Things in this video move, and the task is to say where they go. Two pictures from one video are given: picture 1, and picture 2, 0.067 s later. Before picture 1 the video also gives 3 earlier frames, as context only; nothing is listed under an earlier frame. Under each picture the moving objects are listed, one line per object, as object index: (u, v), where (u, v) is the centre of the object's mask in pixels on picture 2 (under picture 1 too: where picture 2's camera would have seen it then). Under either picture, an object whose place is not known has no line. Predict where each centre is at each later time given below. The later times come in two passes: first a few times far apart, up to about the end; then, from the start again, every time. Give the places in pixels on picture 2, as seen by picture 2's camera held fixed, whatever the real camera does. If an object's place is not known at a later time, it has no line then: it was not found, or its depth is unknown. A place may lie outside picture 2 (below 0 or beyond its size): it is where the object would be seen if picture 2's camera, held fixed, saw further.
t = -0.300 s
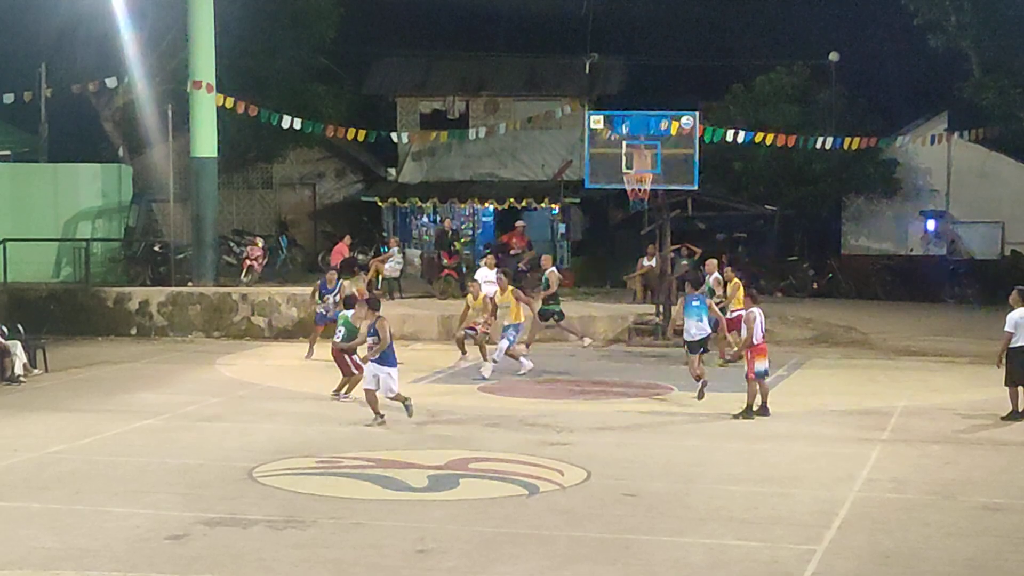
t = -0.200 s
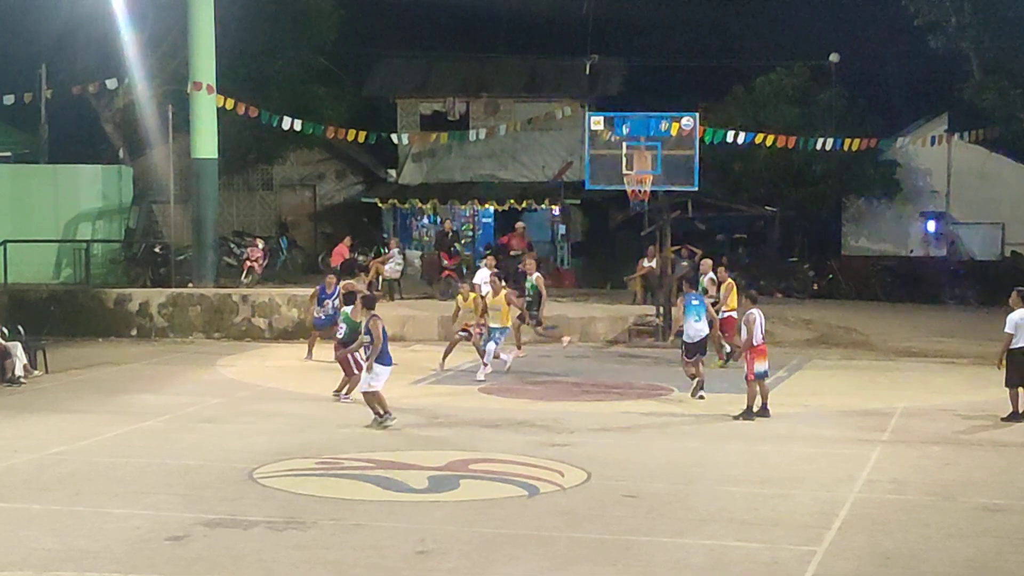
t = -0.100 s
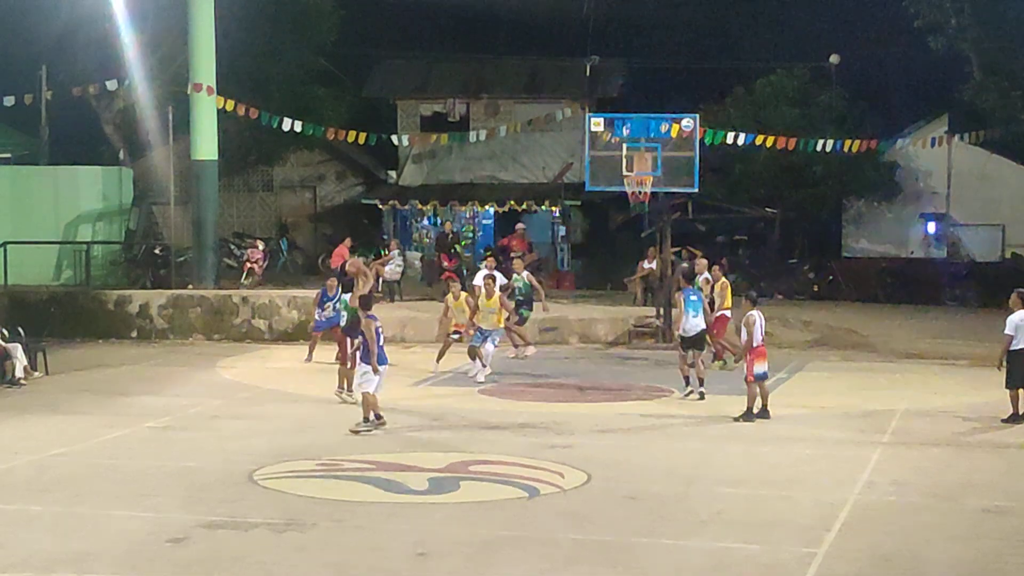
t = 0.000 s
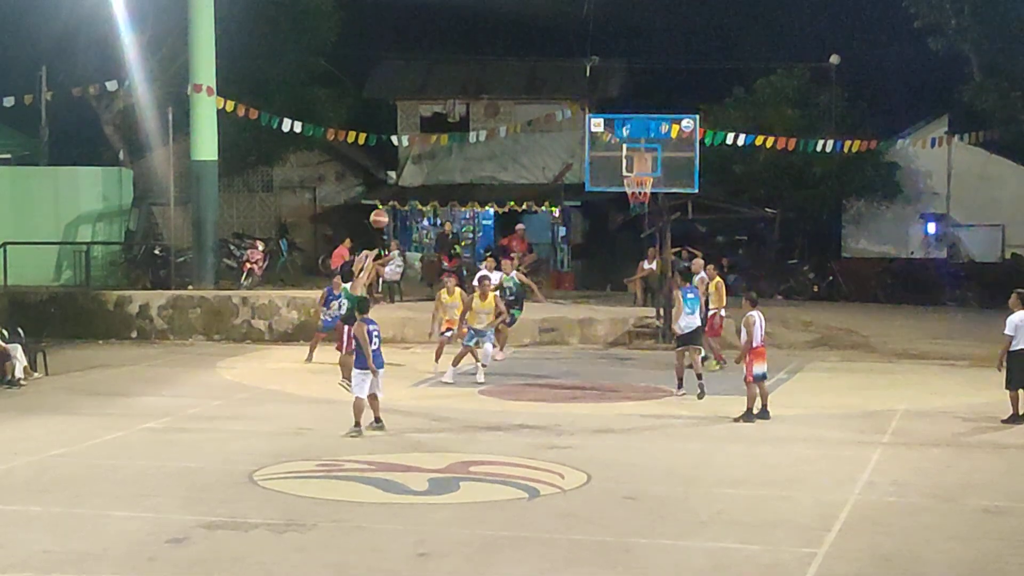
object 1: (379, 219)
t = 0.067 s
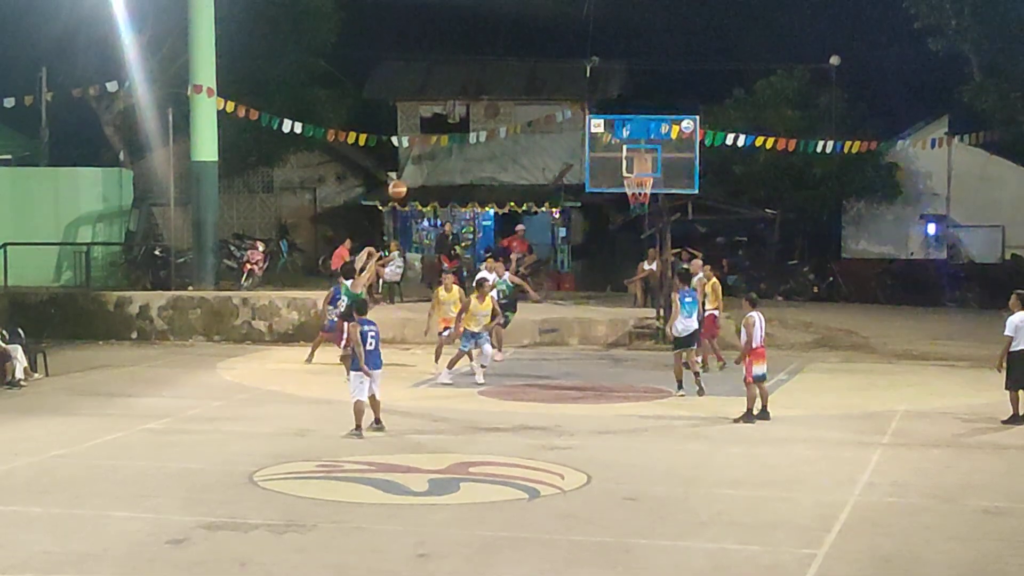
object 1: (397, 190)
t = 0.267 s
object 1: (449, 122)
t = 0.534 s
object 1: (511, 80)
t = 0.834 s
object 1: (575, 90)
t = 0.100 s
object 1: (406, 176)
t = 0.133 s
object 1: (416, 162)
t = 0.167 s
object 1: (423, 152)
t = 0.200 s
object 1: (432, 141)
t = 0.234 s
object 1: (440, 131)
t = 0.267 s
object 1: (449, 122)
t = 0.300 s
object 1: (457, 114)
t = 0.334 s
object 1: (464, 107)
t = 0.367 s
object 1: (473, 100)
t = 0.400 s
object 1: (480, 94)
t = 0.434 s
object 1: (488, 89)
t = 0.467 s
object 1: (496, 85)
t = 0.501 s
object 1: (503, 82)
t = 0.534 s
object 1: (511, 80)
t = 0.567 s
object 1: (518, 78)
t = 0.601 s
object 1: (525, 77)
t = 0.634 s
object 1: (533, 77)
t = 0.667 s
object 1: (540, 78)
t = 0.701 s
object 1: (547, 79)
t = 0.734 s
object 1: (554, 81)
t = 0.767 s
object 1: (561, 83)
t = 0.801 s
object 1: (568, 86)
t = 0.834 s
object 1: (575, 90)
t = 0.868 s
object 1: (581, 95)
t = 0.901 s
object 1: (588, 100)
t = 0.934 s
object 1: (594, 106)
